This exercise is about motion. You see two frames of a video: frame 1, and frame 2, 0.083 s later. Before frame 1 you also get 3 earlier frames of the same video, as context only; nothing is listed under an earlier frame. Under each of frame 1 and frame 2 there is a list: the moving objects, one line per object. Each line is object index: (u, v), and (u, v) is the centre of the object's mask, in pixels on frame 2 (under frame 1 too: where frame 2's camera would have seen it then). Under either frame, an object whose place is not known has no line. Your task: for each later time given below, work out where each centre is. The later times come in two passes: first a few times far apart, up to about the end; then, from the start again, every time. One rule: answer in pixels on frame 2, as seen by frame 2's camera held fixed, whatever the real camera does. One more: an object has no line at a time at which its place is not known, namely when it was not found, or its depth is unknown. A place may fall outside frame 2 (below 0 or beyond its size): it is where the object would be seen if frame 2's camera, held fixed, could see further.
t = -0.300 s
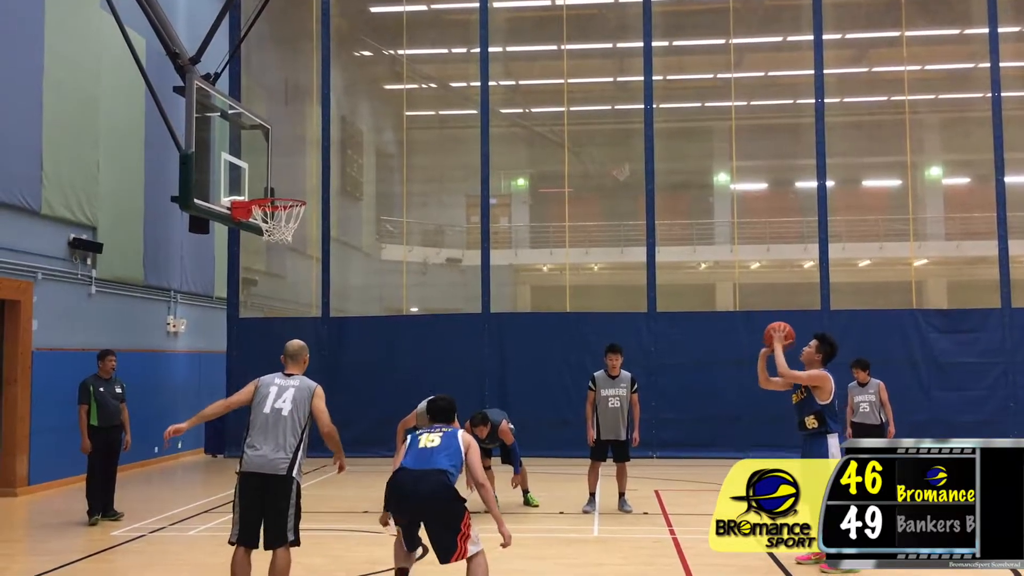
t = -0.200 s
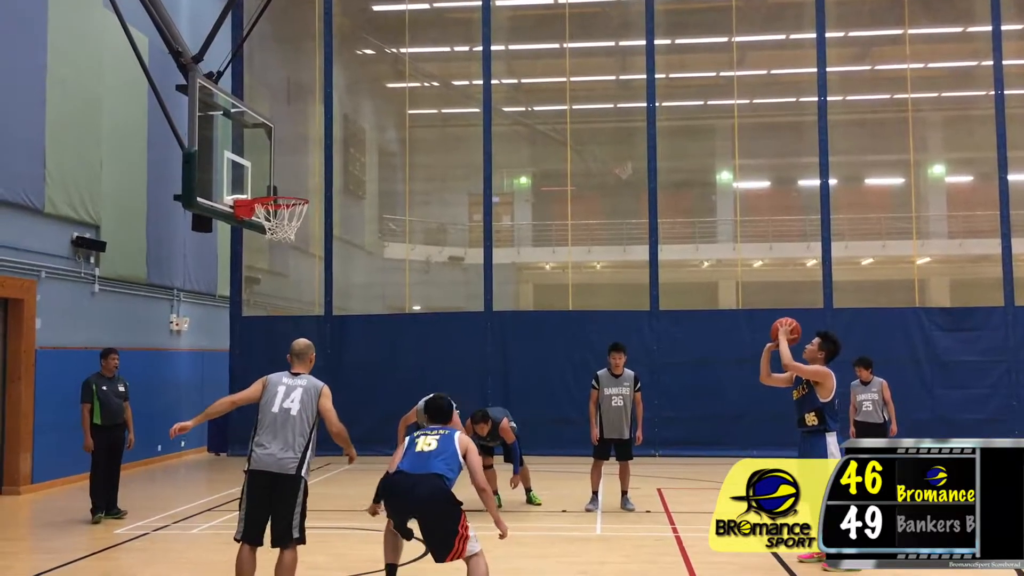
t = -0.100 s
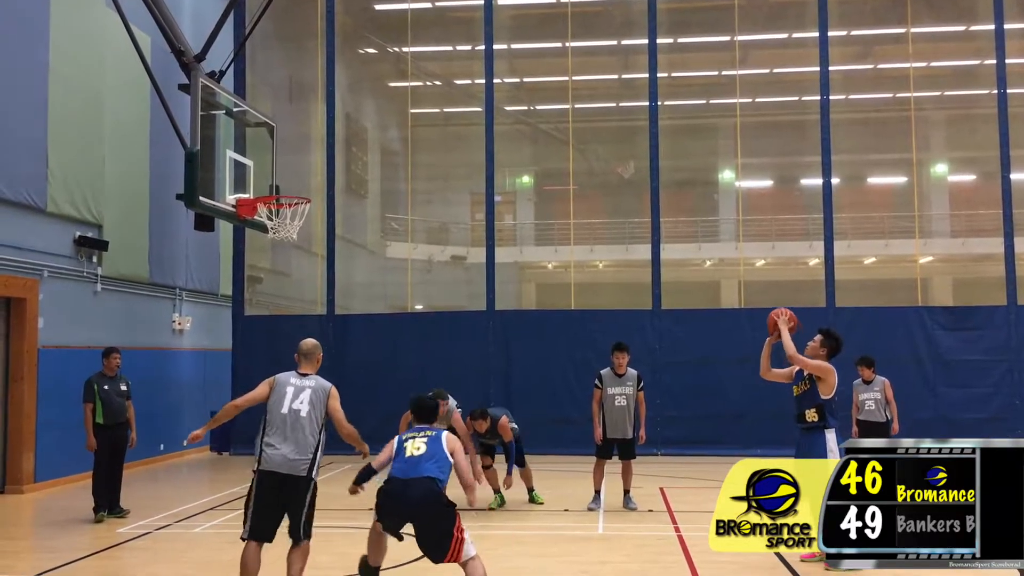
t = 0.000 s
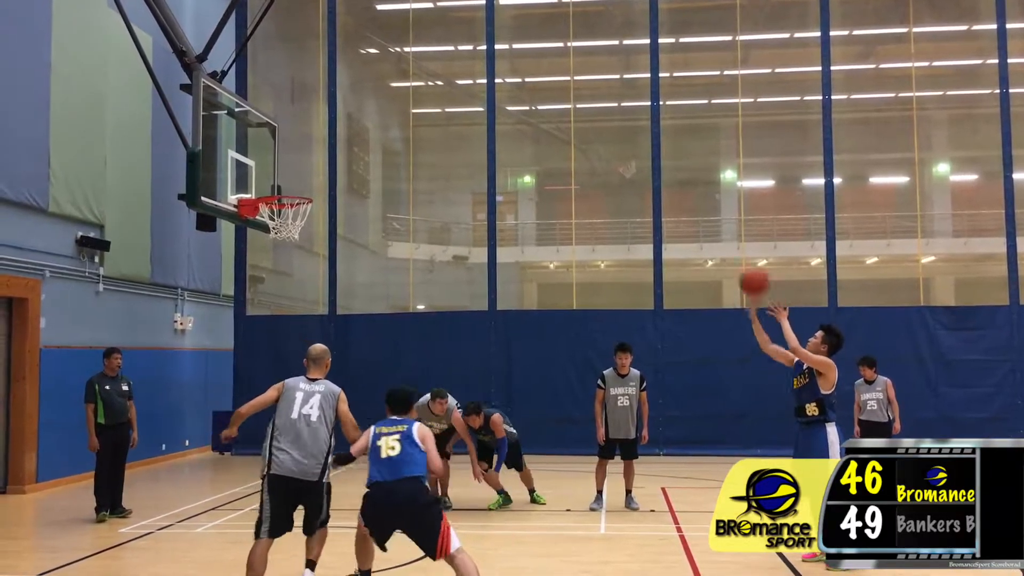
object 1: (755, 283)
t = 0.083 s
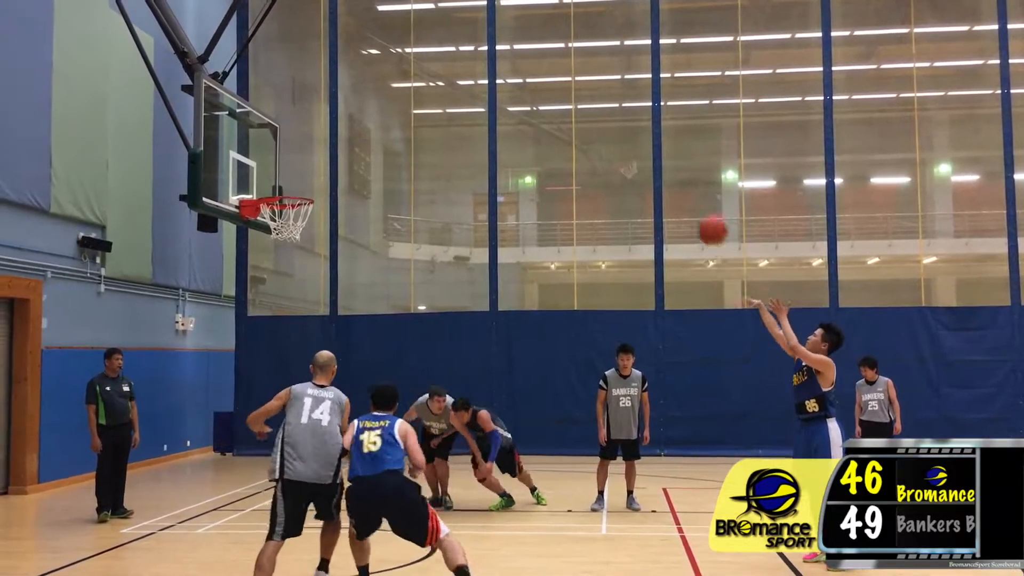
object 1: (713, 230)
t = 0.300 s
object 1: (607, 137)
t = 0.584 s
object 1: (476, 98)
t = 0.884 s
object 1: (346, 151)
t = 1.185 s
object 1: (287, 231)
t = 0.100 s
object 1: (704, 221)
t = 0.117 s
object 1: (697, 212)
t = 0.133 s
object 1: (688, 204)
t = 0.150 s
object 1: (680, 195)
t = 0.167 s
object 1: (672, 187)
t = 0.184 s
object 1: (664, 181)
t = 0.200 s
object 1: (655, 173)
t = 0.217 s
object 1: (647, 166)
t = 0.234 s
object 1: (638, 160)
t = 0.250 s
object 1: (631, 154)
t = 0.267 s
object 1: (623, 147)
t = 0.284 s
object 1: (615, 142)
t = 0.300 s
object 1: (607, 137)
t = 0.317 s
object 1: (600, 132)
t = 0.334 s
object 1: (591, 128)
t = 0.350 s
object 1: (583, 125)
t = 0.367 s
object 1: (576, 120)
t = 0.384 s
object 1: (568, 116)
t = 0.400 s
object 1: (560, 113)
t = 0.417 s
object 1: (552, 110)
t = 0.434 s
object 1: (545, 108)
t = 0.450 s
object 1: (537, 105)
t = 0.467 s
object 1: (530, 103)
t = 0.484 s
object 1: (522, 101)
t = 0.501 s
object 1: (514, 100)
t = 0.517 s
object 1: (507, 99)
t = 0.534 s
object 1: (500, 98)
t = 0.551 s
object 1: (492, 97)
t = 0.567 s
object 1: (484, 97)
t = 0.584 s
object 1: (476, 98)
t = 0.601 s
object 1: (469, 98)
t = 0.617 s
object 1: (462, 99)
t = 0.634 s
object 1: (454, 99)
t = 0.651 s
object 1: (447, 100)
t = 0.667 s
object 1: (440, 102)
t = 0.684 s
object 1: (432, 104)
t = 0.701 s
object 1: (425, 107)
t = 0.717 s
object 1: (417, 109)
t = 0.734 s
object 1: (411, 112)
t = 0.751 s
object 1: (403, 115)
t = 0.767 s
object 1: (396, 119)
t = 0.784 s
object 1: (389, 122)
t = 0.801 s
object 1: (381, 126)
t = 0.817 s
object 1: (374, 131)
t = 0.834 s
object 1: (367, 137)
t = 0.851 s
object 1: (360, 142)
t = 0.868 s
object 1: (352, 146)
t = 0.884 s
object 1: (346, 151)
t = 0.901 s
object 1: (339, 156)
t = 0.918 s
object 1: (331, 162)
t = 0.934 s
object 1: (324, 169)
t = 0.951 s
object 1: (317, 176)
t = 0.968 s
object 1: (310, 183)
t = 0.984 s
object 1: (304, 188)
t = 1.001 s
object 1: (298, 190)
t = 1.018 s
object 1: (293, 190)
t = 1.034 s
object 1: (288, 190)
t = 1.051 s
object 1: (283, 198)
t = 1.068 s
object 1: (280, 203)
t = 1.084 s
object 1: (278, 211)
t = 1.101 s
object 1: (278, 212)
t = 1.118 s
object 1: (276, 215)
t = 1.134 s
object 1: (279, 218)
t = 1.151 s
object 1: (278, 217)
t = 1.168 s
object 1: (283, 224)
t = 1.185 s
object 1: (287, 231)
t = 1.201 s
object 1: (289, 235)
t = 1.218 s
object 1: (291, 241)
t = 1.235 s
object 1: (293, 246)
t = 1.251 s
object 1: (295, 250)
